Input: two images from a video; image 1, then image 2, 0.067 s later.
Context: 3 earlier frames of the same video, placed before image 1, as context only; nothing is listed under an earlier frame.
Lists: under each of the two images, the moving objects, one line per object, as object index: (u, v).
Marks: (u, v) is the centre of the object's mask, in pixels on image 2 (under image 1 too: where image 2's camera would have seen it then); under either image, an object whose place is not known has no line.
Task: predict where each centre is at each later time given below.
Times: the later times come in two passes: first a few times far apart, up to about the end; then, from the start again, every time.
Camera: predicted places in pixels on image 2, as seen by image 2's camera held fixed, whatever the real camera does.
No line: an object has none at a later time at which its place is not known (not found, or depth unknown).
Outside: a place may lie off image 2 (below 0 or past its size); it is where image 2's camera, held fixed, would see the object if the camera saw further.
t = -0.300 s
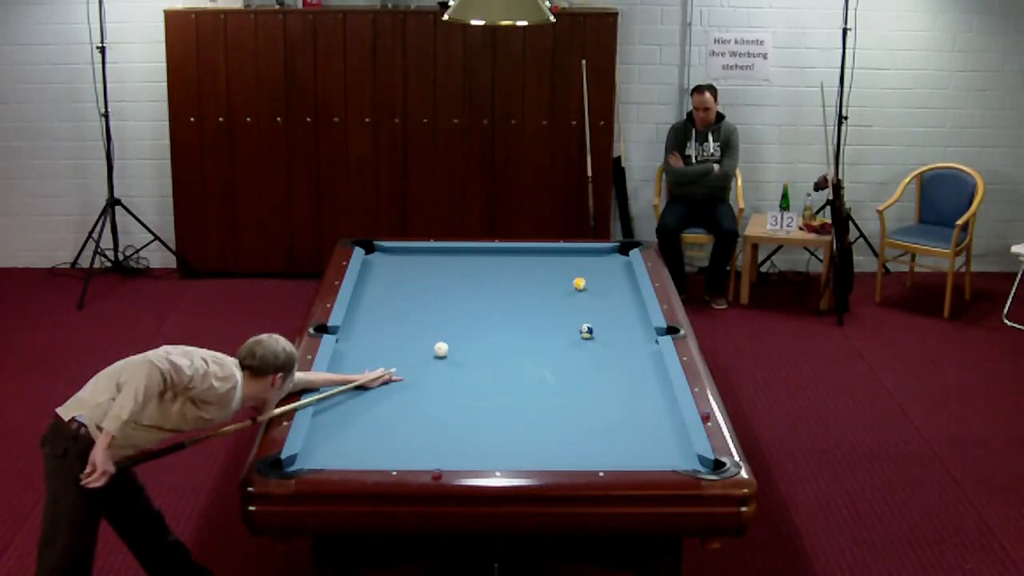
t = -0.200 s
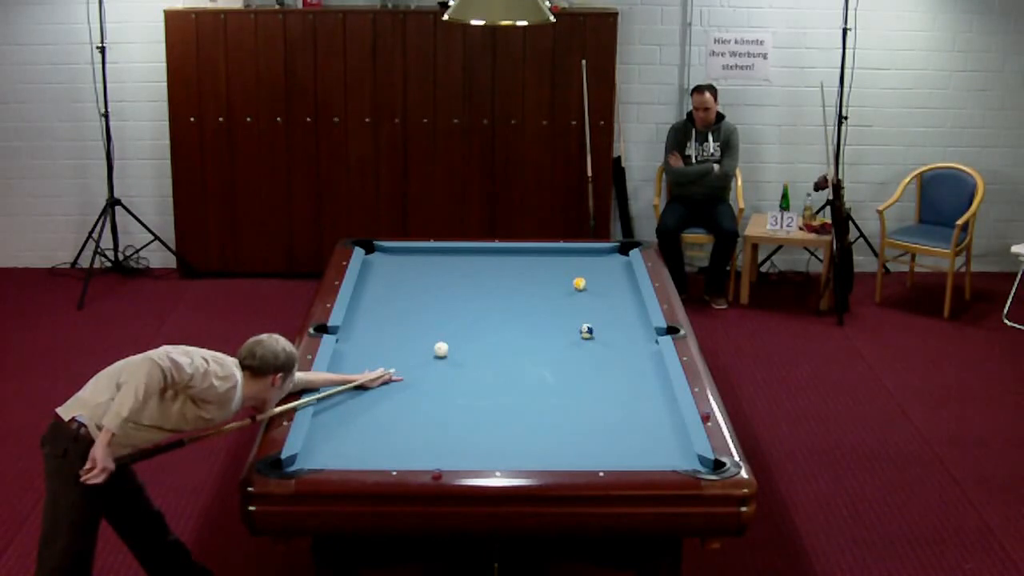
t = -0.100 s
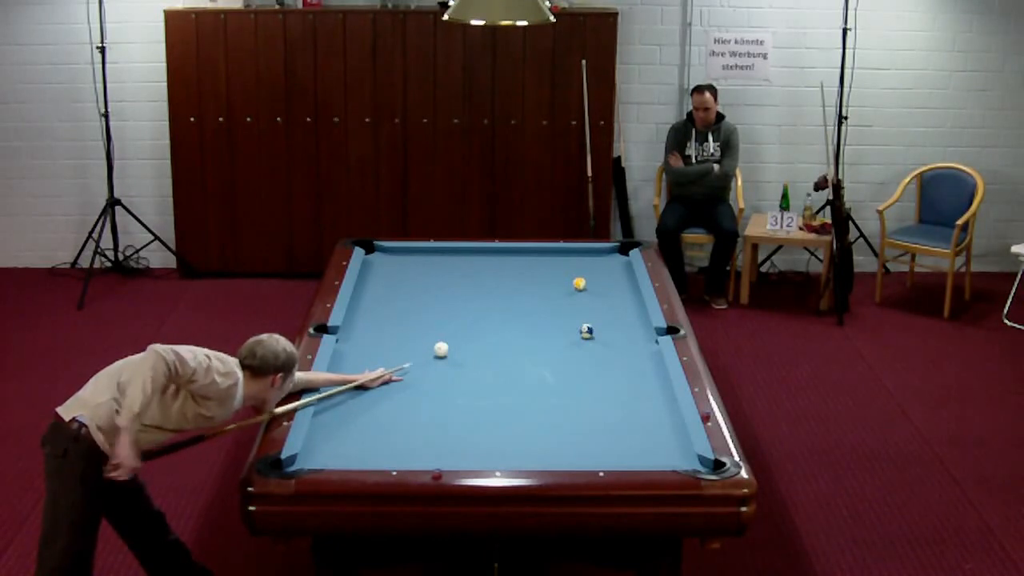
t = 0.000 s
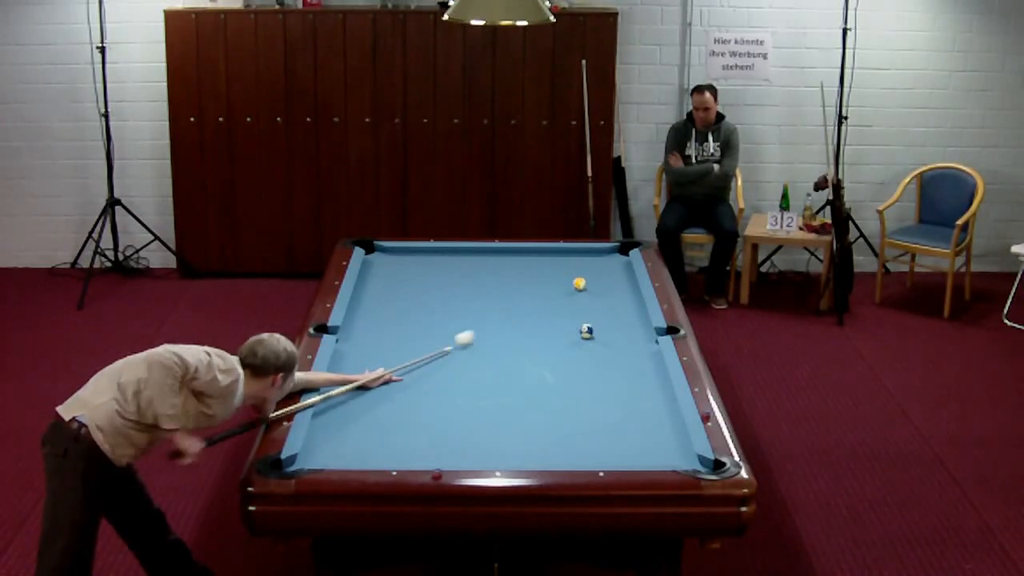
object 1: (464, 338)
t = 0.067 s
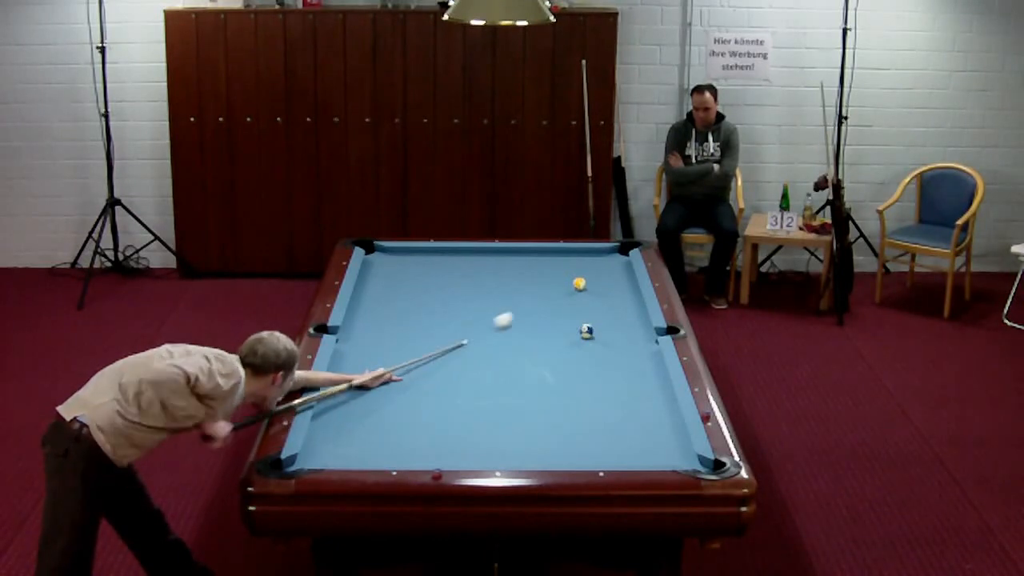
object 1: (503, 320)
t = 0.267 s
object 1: (586, 288)
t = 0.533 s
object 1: (623, 292)
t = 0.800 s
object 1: (625, 297)
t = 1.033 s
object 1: (610, 302)
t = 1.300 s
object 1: (595, 308)
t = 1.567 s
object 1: (579, 313)
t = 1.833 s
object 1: (564, 318)
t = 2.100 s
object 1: (550, 323)
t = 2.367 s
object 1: (536, 328)
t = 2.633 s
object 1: (523, 332)
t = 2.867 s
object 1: (511, 336)
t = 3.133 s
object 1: (500, 340)
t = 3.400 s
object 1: (489, 343)
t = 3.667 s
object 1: (479, 346)
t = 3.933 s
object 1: (470, 349)
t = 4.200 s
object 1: (461, 352)
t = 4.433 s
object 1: (456, 354)
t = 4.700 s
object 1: (449, 355)
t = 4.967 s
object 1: (444, 357)
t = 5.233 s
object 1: (440, 358)
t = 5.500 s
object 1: (437, 359)
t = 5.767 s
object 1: (436, 359)
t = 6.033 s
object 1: (435, 360)
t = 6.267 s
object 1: (435, 360)
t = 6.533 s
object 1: (435, 360)
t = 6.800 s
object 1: (435, 360)
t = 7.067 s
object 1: (435, 360)
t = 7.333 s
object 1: (435, 360)
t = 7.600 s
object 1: (435, 360)
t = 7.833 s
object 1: (435, 360)
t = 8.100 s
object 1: (435, 360)
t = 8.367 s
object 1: (435, 360)
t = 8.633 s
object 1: (435, 360)
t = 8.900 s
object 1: (435, 360)
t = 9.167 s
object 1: (435, 360)
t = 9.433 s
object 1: (435, 360)
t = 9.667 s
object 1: (435, 360)
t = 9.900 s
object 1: (435, 360)
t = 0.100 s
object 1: (521, 312)
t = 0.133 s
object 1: (538, 304)
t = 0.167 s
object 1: (554, 296)
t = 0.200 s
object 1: (569, 290)
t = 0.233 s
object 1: (580, 288)
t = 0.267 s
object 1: (586, 288)
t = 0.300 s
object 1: (592, 288)
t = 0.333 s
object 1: (597, 289)
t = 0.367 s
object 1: (601, 290)
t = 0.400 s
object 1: (606, 290)
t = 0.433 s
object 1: (610, 291)
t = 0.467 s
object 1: (615, 291)
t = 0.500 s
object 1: (619, 292)
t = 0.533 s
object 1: (623, 292)
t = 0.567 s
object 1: (627, 293)
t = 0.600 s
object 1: (632, 293)
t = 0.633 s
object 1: (635, 294)
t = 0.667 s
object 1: (633, 295)
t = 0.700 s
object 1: (631, 296)
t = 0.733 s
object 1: (629, 296)
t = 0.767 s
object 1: (627, 297)
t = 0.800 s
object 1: (625, 297)
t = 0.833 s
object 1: (623, 298)
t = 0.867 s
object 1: (621, 299)
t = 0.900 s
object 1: (619, 300)
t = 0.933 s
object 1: (617, 300)
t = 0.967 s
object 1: (615, 301)
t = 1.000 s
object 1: (612, 302)
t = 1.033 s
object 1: (610, 302)
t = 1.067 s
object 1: (608, 303)
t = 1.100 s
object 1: (606, 303)
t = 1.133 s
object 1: (604, 304)
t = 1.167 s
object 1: (602, 305)
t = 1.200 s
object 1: (600, 306)
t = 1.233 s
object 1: (598, 306)
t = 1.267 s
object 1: (596, 307)
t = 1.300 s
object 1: (595, 308)
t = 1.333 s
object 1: (592, 308)
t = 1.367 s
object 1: (591, 309)
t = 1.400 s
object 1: (589, 310)
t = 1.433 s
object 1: (587, 311)
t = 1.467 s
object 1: (584, 311)
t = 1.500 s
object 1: (583, 312)
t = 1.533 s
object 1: (581, 313)
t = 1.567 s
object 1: (579, 313)
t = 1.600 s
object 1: (577, 314)
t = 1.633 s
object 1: (575, 315)
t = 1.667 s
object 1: (573, 315)
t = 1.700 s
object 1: (571, 316)
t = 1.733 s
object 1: (570, 317)
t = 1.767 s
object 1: (567, 317)
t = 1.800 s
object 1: (566, 318)
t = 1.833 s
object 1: (564, 318)
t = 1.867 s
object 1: (562, 319)
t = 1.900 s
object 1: (560, 320)
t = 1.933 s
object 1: (558, 320)
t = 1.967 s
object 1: (557, 321)
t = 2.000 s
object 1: (555, 321)
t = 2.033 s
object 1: (553, 322)
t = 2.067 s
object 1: (551, 322)
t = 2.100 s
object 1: (550, 323)
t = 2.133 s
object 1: (548, 324)
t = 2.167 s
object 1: (546, 324)
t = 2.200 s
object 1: (544, 325)
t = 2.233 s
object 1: (543, 325)
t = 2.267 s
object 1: (541, 326)
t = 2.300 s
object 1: (539, 326)
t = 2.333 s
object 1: (538, 327)
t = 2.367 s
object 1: (536, 328)
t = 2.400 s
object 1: (534, 328)
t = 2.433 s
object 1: (532, 329)
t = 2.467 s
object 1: (531, 329)
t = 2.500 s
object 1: (529, 330)
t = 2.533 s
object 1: (527, 330)
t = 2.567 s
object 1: (526, 331)
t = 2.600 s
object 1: (524, 332)
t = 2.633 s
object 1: (523, 332)
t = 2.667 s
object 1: (521, 332)
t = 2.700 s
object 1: (519, 333)
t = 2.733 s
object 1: (518, 333)
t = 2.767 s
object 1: (516, 334)
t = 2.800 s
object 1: (514, 335)
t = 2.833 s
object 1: (513, 335)
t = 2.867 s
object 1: (511, 336)
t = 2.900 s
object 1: (510, 336)
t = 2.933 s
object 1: (509, 337)
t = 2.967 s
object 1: (507, 337)
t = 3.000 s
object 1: (506, 338)
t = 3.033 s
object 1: (504, 338)
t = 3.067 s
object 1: (502, 339)
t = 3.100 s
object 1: (501, 339)
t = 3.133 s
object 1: (500, 340)
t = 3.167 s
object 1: (498, 340)
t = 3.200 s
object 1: (497, 340)
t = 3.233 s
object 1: (495, 341)
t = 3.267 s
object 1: (494, 341)
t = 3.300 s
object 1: (493, 342)
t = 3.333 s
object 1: (491, 342)
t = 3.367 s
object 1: (490, 343)
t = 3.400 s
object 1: (489, 343)
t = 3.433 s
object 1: (488, 343)
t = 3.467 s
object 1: (486, 344)
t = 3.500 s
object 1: (485, 344)
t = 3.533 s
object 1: (484, 345)
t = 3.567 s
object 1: (482, 345)
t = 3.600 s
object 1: (481, 346)
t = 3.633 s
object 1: (480, 346)
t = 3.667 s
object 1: (479, 346)
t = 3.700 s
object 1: (477, 347)
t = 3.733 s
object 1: (477, 347)
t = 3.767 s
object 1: (475, 347)
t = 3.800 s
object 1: (474, 348)
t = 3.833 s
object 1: (473, 348)
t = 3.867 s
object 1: (472, 348)
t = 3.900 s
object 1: (471, 349)
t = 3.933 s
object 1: (470, 349)
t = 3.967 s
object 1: (469, 349)
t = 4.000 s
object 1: (468, 350)
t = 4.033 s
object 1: (467, 350)
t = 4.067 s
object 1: (465, 351)
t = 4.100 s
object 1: (465, 351)
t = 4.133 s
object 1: (463, 351)
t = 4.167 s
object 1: (462, 352)
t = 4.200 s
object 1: (461, 352)
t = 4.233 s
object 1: (461, 352)
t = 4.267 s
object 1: (460, 352)
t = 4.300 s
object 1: (459, 353)
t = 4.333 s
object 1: (458, 353)
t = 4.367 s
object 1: (457, 353)
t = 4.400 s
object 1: (457, 353)
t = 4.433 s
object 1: (456, 354)
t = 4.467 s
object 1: (455, 354)
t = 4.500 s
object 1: (454, 354)
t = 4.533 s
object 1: (453, 354)
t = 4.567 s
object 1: (452, 355)
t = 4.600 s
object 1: (451, 355)
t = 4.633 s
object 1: (451, 355)
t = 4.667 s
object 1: (450, 355)
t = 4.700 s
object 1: (449, 355)
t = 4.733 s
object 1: (449, 356)
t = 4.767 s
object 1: (448, 356)
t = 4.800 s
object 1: (447, 356)
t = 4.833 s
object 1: (447, 356)
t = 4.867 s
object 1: (446, 356)
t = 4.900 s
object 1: (445, 357)
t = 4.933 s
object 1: (445, 357)
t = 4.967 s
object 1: (444, 357)
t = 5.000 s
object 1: (444, 357)
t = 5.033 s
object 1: (443, 357)
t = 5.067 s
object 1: (442, 357)
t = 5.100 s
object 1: (442, 357)
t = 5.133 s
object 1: (442, 358)
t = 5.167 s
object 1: (441, 358)
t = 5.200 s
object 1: (441, 358)
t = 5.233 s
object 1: (440, 358)
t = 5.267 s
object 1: (440, 358)
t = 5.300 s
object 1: (440, 358)
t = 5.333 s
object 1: (439, 358)
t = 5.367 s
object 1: (439, 359)
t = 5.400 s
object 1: (439, 359)
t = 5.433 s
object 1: (438, 359)
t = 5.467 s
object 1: (438, 359)
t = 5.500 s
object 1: (437, 359)
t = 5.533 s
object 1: (437, 359)
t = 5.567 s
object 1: (437, 359)
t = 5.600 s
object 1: (437, 359)
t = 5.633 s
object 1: (436, 359)
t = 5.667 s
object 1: (436, 359)
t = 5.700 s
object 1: (436, 359)
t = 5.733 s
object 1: (436, 359)
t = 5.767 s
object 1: (436, 359)
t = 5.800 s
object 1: (435, 360)
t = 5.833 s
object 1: (435, 360)
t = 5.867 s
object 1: (435, 360)
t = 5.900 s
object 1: (435, 360)
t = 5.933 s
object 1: (435, 360)
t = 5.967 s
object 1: (435, 360)
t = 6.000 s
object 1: (435, 360)
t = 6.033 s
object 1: (435, 360)
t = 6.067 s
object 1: (435, 360)
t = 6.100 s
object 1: (435, 360)
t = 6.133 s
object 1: (435, 360)
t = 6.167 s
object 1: (435, 360)
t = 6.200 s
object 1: (435, 360)
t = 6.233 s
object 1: (435, 360)
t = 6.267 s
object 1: (435, 360)
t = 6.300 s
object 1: (435, 360)
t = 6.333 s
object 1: (435, 360)
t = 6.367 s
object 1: (435, 360)
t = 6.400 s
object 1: (435, 360)
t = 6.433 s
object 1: (435, 360)
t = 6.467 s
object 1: (435, 360)
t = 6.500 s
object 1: (435, 360)
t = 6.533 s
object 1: (435, 360)
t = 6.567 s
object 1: (435, 360)
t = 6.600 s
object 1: (435, 360)
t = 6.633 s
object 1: (435, 360)
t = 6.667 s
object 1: (435, 360)
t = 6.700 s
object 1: (435, 360)
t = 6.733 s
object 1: (435, 360)
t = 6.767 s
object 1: (435, 360)
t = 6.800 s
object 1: (435, 360)
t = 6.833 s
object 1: (435, 360)
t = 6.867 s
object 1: (435, 360)
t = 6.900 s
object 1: (435, 360)
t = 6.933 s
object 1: (435, 360)
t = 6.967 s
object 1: (435, 360)
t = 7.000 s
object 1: (435, 360)
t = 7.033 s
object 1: (435, 360)
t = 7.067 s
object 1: (435, 360)
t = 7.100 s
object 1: (435, 360)
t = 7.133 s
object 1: (435, 360)
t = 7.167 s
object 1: (435, 360)
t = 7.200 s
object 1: (435, 360)
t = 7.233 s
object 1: (435, 360)
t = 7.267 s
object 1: (435, 360)
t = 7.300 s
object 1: (435, 360)
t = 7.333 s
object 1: (435, 360)
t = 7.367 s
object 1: (435, 360)
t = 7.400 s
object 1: (435, 360)
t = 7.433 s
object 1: (435, 360)
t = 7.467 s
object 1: (435, 360)
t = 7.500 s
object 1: (435, 360)
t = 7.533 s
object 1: (435, 360)
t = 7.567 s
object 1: (435, 360)
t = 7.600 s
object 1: (435, 360)
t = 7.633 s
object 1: (435, 360)
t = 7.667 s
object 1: (435, 360)
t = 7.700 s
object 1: (435, 360)
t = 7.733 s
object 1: (435, 360)
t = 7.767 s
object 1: (435, 360)
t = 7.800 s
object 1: (435, 360)
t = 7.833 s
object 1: (435, 360)
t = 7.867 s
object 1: (435, 360)
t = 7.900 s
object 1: (435, 360)
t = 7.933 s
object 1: (435, 360)
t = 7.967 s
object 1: (435, 360)
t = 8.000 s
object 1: (435, 360)
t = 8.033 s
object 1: (435, 360)
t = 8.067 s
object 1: (435, 360)
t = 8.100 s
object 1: (435, 360)
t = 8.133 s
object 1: (435, 360)
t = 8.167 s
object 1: (435, 360)
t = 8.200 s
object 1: (435, 360)
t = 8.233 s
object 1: (435, 360)
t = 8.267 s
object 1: (435, 360)
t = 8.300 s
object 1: (435, 360)
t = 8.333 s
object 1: (435, 360)
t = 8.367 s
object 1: (435, 360)
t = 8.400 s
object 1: (435, 360)
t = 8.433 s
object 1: (435, 360)
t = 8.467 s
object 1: (435, 360)
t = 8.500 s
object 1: (435, 360)
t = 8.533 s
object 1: (435, 360)
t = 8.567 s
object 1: (435, 360)
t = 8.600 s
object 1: (435, 360)
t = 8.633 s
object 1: (435, 360)
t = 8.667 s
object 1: (435, 360)
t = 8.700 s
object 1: (435, 360)
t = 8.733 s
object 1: (435, 360)
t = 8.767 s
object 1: (435, 360)
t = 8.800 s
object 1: (435, 360)
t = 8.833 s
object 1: (435, 360)
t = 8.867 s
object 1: (435, 360)
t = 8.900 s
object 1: (435, 360)
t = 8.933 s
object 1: (435, 360)
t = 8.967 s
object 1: (435, 360)
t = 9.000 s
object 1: (435, 360)
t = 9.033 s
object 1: (435, 360)
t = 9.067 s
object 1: (435, 360)
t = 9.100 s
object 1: (435, 360)
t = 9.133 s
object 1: (435, 360)
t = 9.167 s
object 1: (435, 360)
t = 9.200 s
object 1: (435, 360)
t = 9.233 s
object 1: (435, 360)
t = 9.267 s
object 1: (435, 360)
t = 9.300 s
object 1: (435, 360)
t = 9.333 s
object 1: (435, 360)
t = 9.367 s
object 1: (435, 360)
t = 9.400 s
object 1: (435, 360)
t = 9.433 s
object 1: (435, 360)
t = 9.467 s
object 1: (435, 360)
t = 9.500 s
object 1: (435, 360)
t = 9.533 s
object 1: (435, 360)
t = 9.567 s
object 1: (435, 360)
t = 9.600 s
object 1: (435, 360)
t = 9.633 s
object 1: (435, 360)
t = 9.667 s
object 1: (435, 360)
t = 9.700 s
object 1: (435, 360)
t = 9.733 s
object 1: (435, 360)
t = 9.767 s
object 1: (435, 360)
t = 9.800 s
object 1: (435, 360)
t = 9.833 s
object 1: (435, 360)
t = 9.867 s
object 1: (435, 360)
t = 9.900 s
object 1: (435, 360)
